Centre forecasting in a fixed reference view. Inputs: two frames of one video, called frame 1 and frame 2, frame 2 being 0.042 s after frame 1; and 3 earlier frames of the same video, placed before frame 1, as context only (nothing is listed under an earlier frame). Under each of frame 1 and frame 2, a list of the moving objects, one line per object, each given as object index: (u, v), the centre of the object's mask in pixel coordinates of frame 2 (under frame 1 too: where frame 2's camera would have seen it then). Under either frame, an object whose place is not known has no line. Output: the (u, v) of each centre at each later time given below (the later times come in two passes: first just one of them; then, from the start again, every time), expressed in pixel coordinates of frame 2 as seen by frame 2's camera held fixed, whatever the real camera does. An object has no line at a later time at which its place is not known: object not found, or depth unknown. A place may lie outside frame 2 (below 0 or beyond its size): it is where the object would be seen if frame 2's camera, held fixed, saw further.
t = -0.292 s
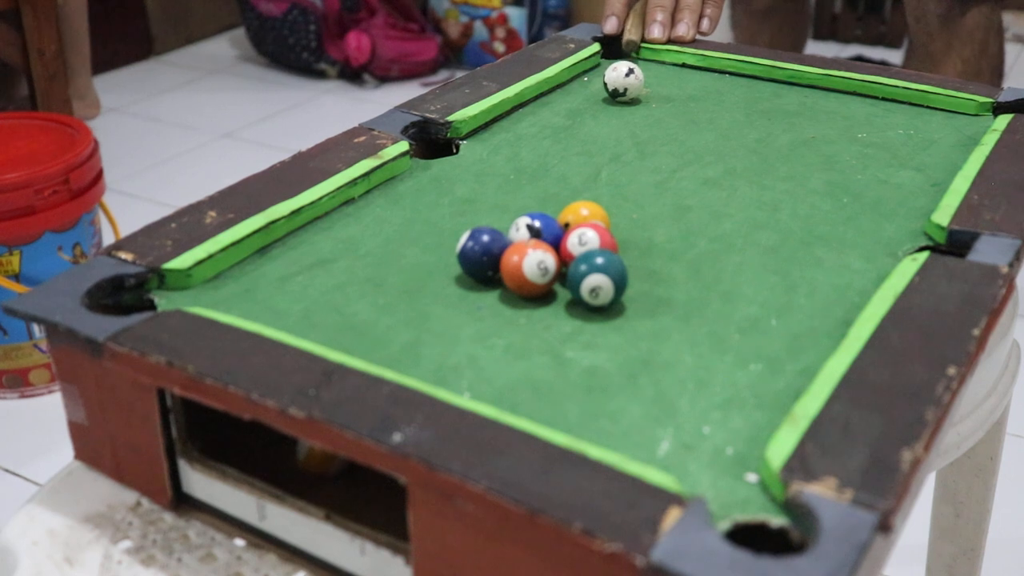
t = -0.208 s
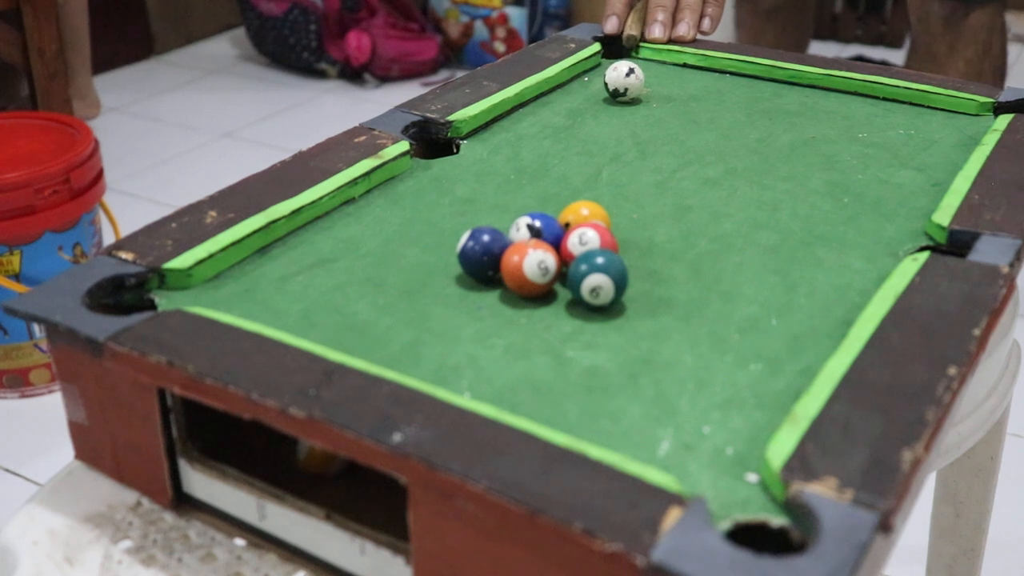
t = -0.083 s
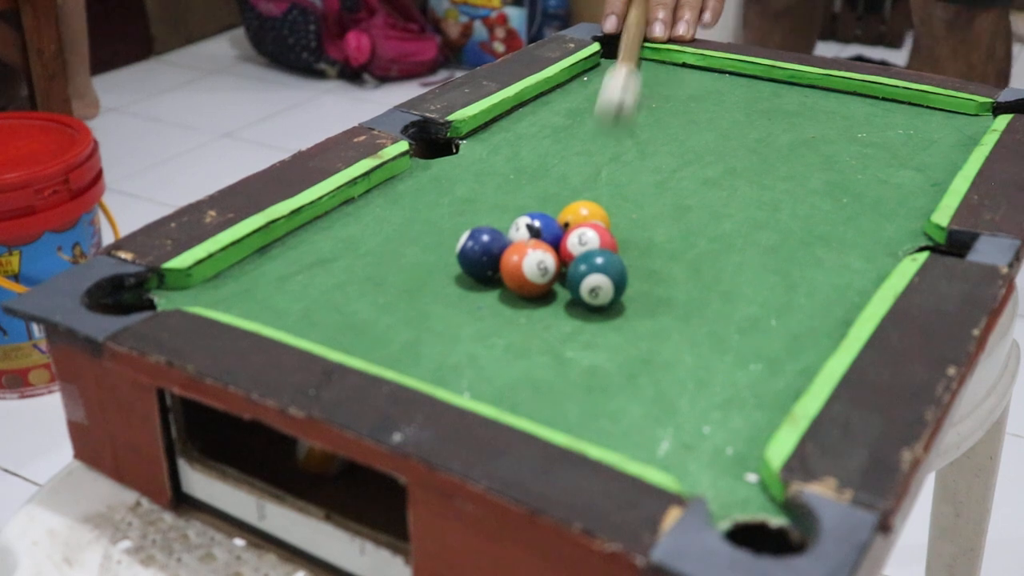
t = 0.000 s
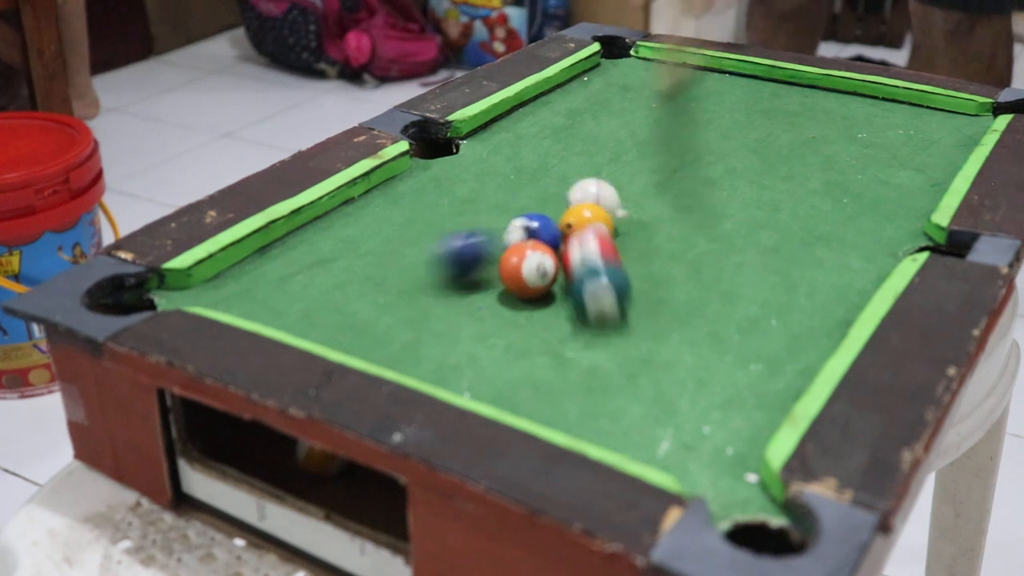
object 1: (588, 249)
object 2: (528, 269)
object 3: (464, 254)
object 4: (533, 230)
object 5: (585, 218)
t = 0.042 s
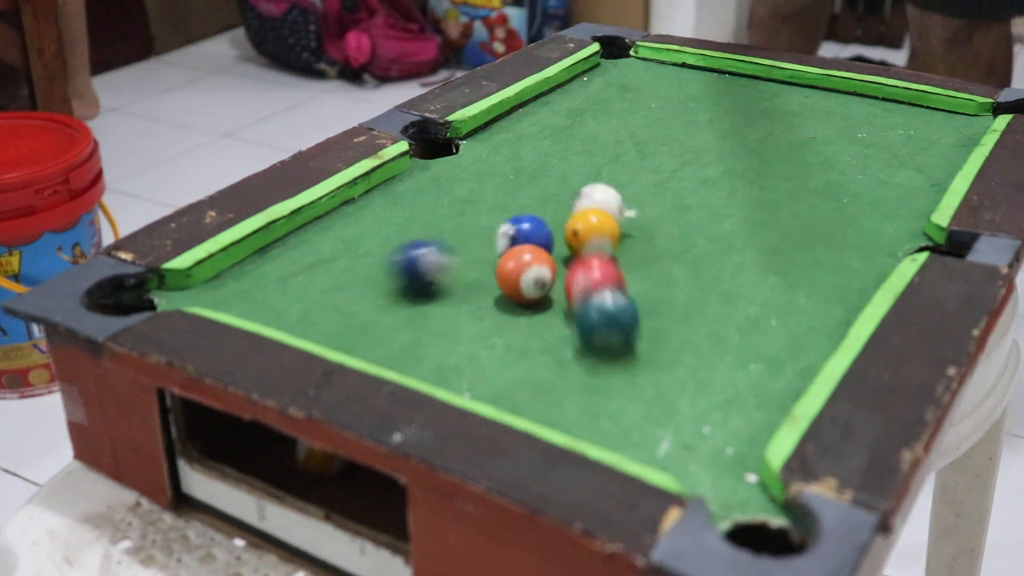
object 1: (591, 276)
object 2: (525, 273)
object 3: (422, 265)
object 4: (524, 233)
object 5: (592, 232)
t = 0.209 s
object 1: (605, 389)
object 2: (511, 287)
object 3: (267, 296)
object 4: (495, 241)
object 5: (605, 259)
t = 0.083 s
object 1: (595, 300)
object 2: (523, 277)
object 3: (382, 273)
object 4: (515, 235)
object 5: (597, 240)
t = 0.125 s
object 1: (599, 328)
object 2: (520, 281)
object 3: (338, 284)
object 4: (509, 238)
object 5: (600, 249)
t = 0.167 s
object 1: (602, 356)
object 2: (516, 284)
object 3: (303, 290)
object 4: (502, 240)
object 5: (603, 253)
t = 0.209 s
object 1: (605, 389)
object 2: (511, 287)
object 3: (267, 296)
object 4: (495, 241)
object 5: (605, 259)
